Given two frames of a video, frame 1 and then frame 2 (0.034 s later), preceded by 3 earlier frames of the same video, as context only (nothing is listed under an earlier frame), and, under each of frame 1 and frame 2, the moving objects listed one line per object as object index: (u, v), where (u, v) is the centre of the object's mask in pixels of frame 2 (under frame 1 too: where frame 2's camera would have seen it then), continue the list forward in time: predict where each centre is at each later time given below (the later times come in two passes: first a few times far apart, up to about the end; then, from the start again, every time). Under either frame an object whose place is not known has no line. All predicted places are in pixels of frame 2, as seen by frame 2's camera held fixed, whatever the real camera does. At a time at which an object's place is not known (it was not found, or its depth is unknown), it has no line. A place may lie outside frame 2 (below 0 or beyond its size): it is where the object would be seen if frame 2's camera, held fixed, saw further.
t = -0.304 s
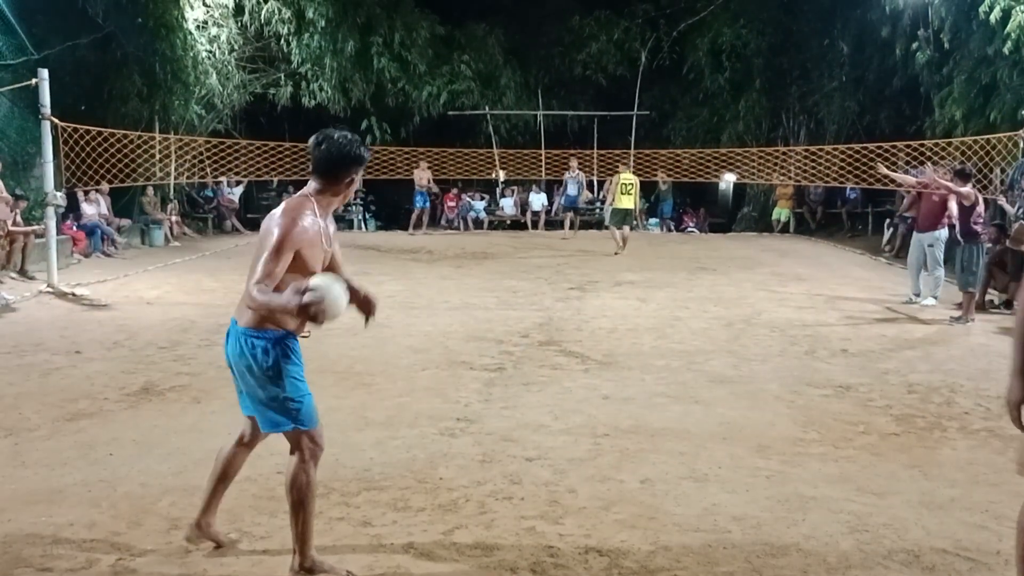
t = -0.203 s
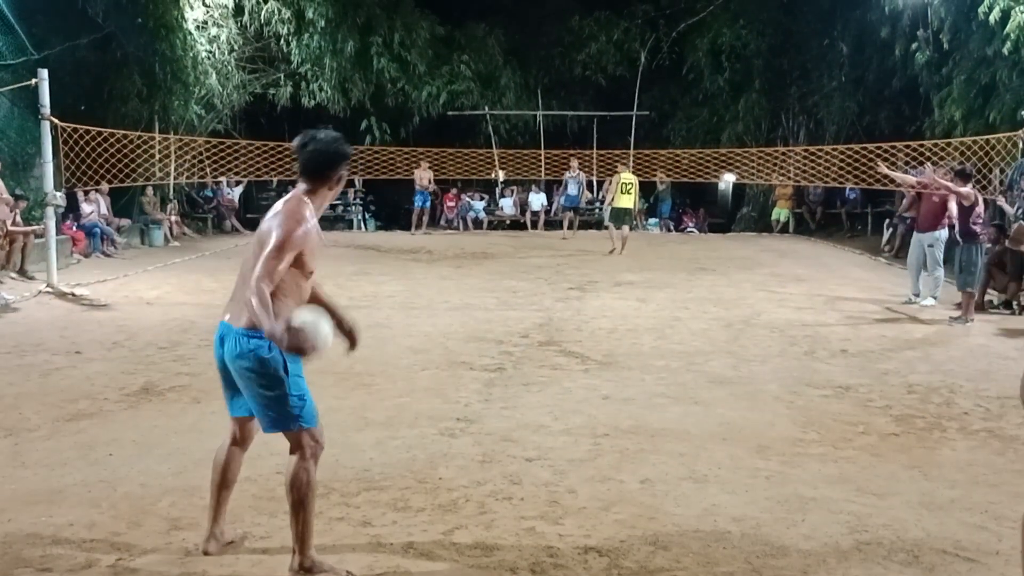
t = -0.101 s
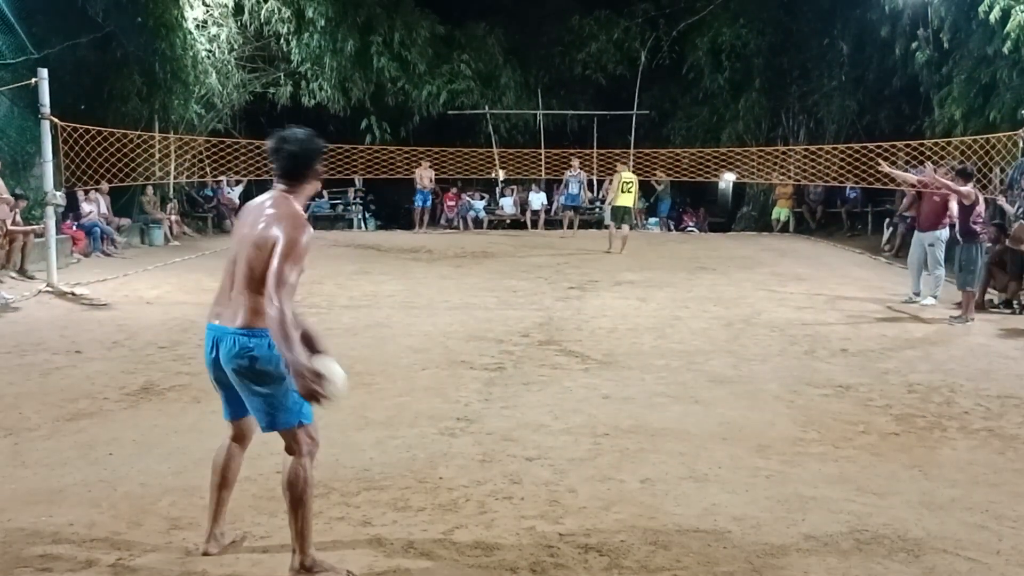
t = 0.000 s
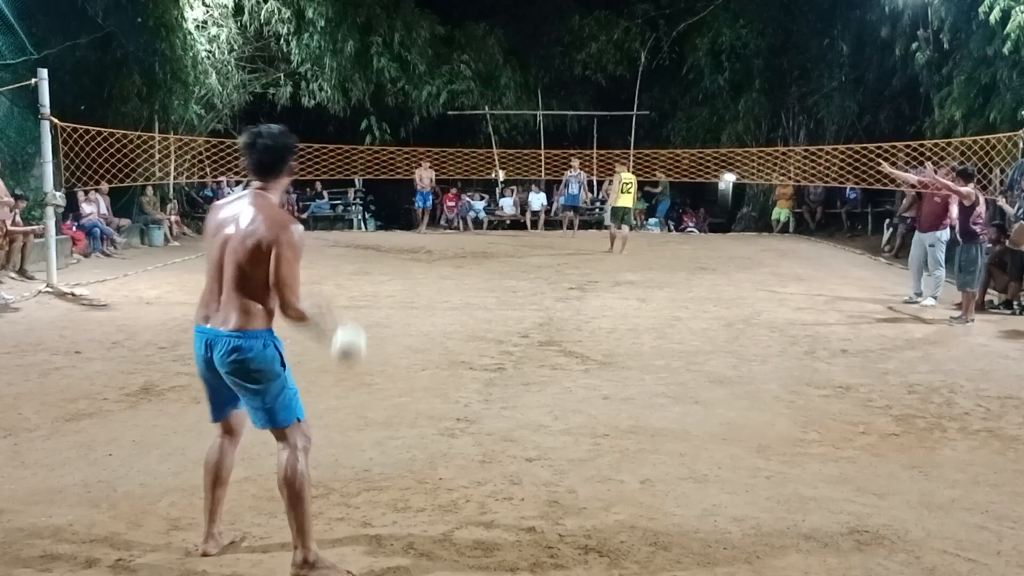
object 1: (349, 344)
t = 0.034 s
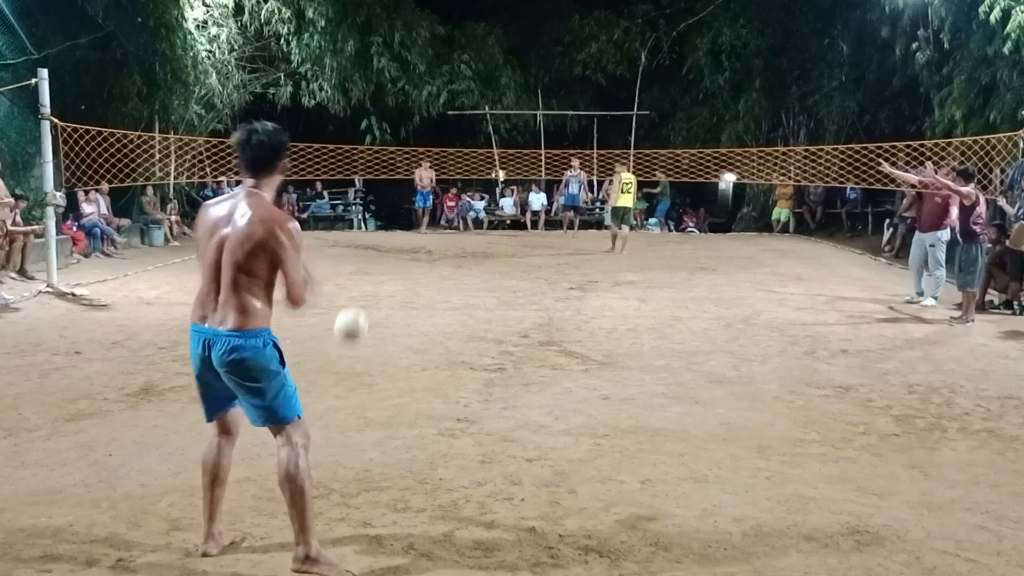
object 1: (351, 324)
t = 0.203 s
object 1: (359, 283)
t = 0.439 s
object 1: (368, 304)
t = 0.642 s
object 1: (372, 283)
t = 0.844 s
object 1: (374, 261)
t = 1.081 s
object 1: (377, 280)
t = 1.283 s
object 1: (378, 246)
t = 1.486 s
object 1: (378, 246)
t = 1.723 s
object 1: (380, 241)
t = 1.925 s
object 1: (381, 227)
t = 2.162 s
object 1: (384, 243)
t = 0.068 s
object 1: (353, 310)
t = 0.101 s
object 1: (354, 299)
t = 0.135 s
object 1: (356, 290)
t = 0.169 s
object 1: (358, 285)
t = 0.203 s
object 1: (359, 283)
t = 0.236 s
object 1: (360, 282)
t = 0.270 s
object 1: (361, 283)
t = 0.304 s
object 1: (363, 285)
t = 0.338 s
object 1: (364, 288)
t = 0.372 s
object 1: (366, 291)
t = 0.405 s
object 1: (367, 297)
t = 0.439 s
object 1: (368, 304)
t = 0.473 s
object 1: (368, 310)
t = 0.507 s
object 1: (370, 318)
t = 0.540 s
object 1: (370, 313)
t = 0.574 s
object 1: (370, 301)
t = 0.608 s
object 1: (371, 291)
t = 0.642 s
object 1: (372, 283)
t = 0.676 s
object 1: (371, 277)
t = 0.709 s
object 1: (372, 271)
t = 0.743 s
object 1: (372, 267)
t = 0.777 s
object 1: (373, 263)
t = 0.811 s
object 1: (374, 262)
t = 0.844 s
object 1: (374, 261)
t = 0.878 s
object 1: (374, 262)
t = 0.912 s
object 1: (375, 263)
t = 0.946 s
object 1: (375, 266)
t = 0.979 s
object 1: (375, 269)
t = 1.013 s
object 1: (376, 273)
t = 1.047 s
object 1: (376, 278)
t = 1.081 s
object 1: (377, 280)
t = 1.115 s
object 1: (377, 273)
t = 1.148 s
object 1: (377, 265)
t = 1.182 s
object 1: (377, 258)
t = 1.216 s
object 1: (377, 253)
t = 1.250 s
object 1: (378, 249)
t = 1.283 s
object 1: (378, 246)
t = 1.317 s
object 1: (378, 244)
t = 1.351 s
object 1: (378, 243)
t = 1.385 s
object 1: (378, 242)
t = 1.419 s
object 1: (378, 243)
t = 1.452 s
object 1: (378, 244)
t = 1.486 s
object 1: (378, 246)
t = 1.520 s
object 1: (379, 248)
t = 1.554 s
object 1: (379, 251)
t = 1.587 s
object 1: (379, 255)
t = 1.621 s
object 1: (379, 256)
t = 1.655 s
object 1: (380, 249)
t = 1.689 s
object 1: (380, 244)
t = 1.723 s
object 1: (380, 241)
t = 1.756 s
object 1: (381, 235)
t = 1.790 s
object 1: (381, 232)
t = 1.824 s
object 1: (381, 230)
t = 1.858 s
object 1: (381, 228)
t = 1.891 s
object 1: (381, 228)
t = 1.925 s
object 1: (381, 227)
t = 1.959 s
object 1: (381, 228)
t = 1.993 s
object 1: (382, 229)
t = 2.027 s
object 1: (382, 230)
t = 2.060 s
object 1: (382, 233)
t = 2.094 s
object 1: (383, 236)
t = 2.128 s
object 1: (383, 239)
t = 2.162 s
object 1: (384, 243)
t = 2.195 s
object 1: (383, 240)
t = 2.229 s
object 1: (383, 236)
